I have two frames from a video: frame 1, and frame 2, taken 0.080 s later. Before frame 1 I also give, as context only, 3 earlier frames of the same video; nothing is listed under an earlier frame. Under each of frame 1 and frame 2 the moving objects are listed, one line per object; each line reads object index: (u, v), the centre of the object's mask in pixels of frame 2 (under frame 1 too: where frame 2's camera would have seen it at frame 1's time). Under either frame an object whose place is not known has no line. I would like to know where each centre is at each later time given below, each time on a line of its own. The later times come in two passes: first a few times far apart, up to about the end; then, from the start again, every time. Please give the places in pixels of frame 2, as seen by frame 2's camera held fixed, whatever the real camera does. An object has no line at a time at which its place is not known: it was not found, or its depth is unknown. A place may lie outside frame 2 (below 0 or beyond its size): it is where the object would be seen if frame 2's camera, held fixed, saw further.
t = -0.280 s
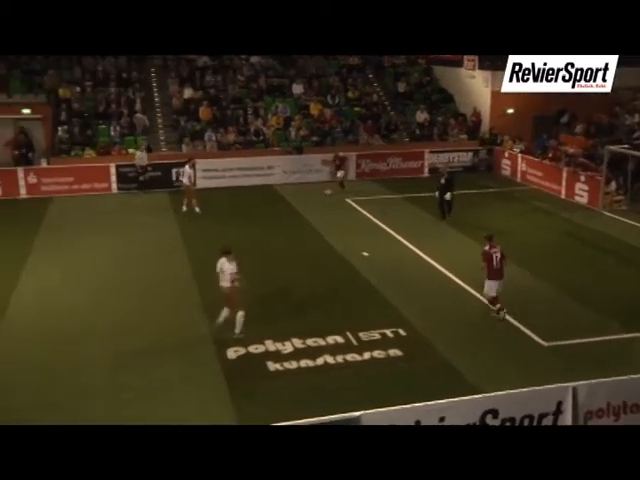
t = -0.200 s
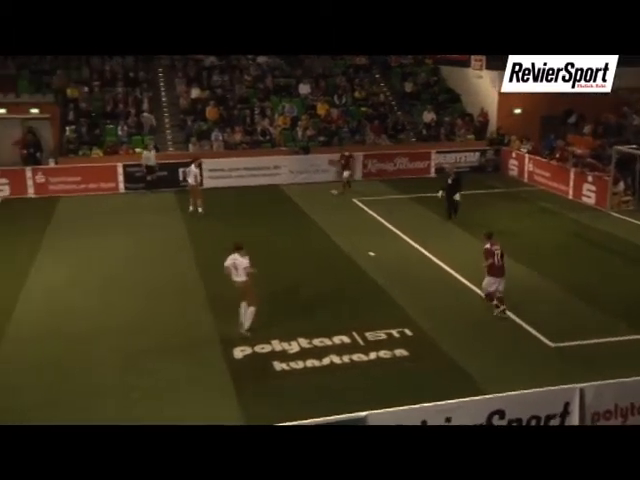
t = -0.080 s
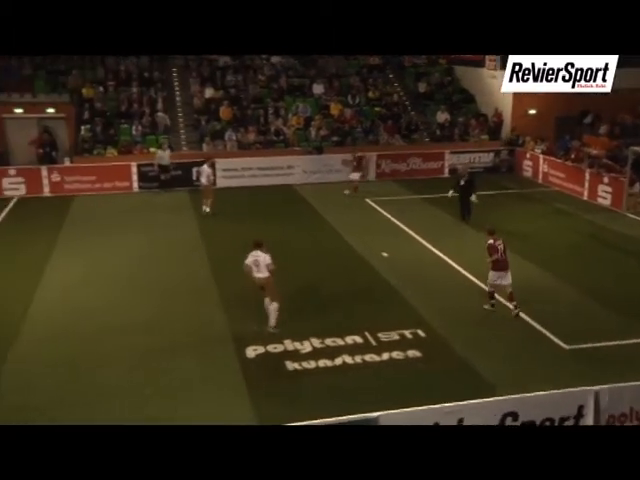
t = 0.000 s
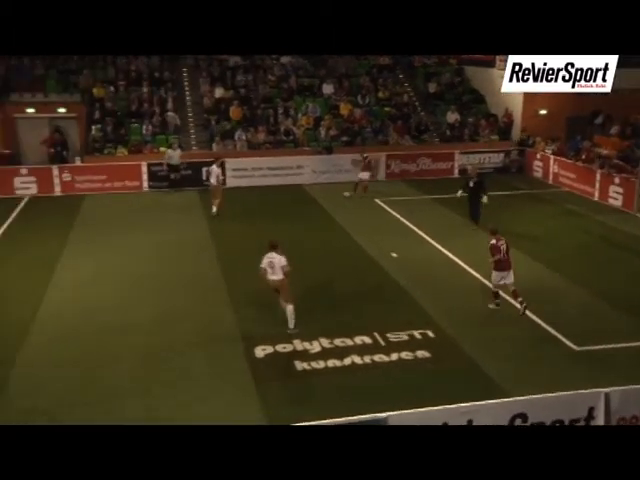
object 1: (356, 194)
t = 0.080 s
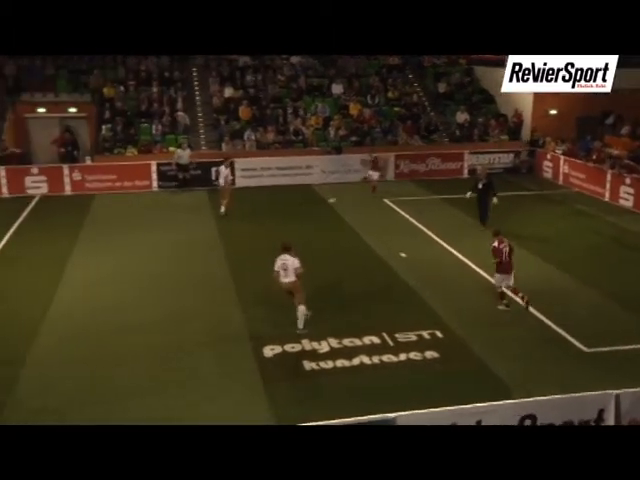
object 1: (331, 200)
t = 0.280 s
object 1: (271, 220)
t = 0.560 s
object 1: (186, 250)
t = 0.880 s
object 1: (92, 282)
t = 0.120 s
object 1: (319, 204)
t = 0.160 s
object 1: (307, 209)
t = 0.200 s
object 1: (294, 214)
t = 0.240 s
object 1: (282, 217)
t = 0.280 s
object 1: (271, 220)
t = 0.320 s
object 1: (258, 225)
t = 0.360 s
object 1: (246, 230)
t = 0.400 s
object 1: (233, 233)
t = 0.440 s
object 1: (222, 237)
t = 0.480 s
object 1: (210, 242)
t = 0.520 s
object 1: (197, 246)
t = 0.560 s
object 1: (186, 250)
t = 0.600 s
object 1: (174, 254)
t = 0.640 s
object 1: (163, 258)
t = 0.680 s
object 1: (150, 263)
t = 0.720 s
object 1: (139, 266)
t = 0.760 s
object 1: (128, 270)
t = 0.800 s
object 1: (115, 273)
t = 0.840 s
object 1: (104, 278)
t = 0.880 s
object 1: (92, 282)
